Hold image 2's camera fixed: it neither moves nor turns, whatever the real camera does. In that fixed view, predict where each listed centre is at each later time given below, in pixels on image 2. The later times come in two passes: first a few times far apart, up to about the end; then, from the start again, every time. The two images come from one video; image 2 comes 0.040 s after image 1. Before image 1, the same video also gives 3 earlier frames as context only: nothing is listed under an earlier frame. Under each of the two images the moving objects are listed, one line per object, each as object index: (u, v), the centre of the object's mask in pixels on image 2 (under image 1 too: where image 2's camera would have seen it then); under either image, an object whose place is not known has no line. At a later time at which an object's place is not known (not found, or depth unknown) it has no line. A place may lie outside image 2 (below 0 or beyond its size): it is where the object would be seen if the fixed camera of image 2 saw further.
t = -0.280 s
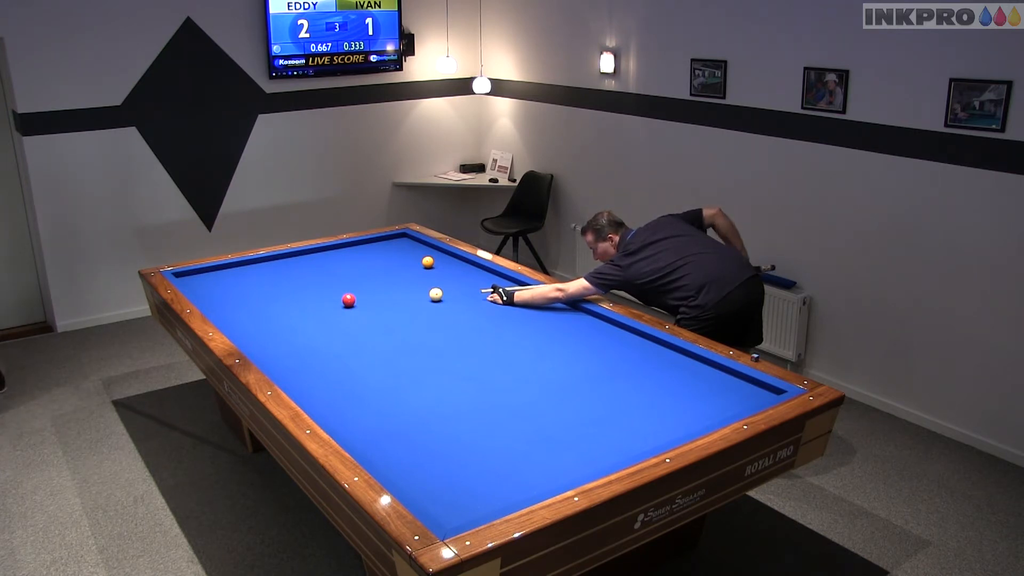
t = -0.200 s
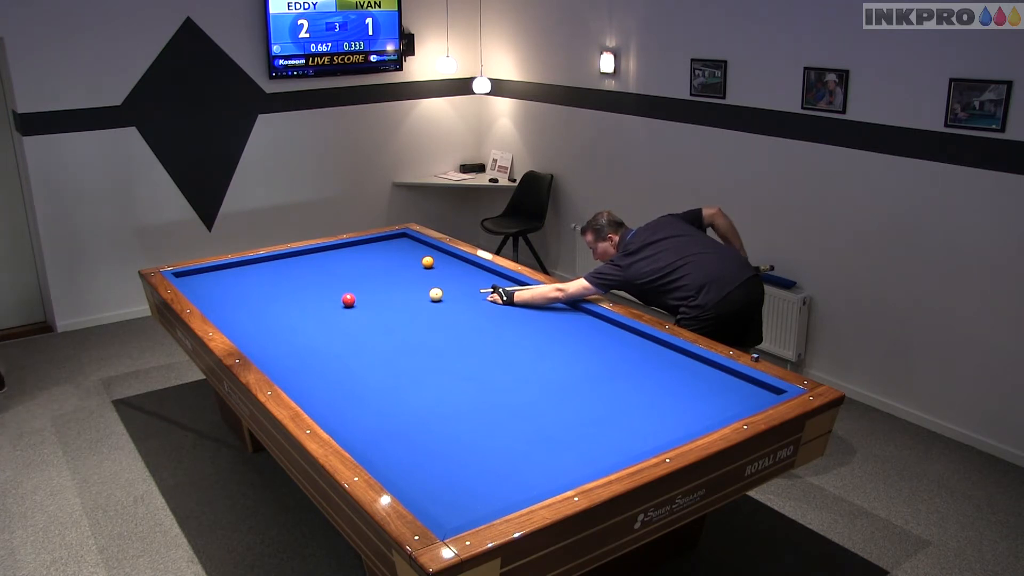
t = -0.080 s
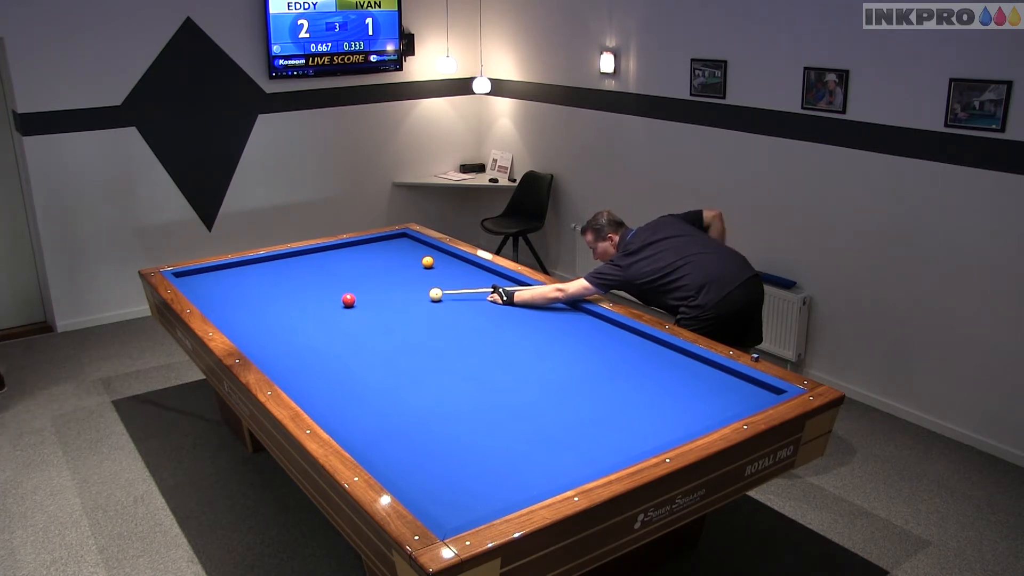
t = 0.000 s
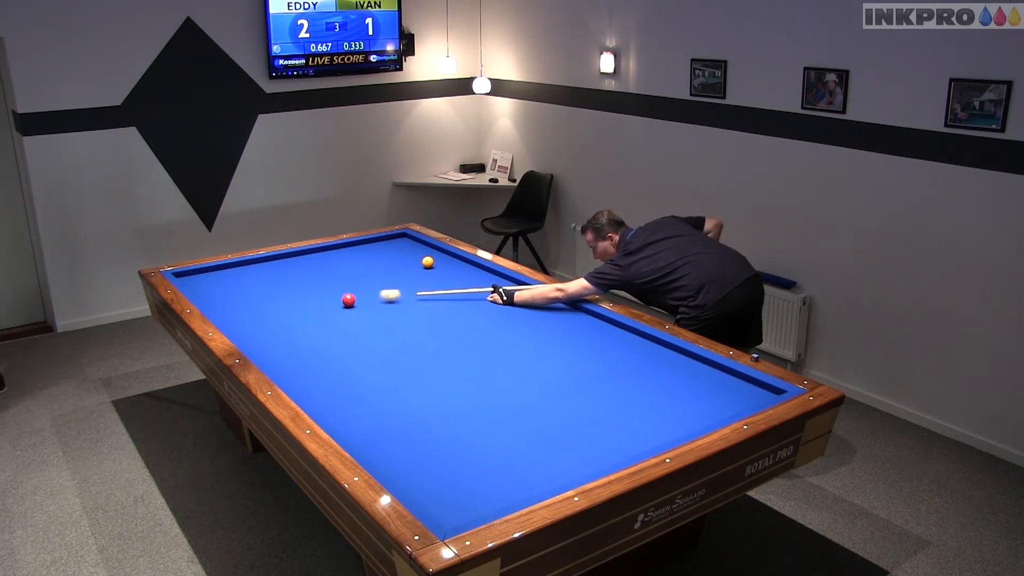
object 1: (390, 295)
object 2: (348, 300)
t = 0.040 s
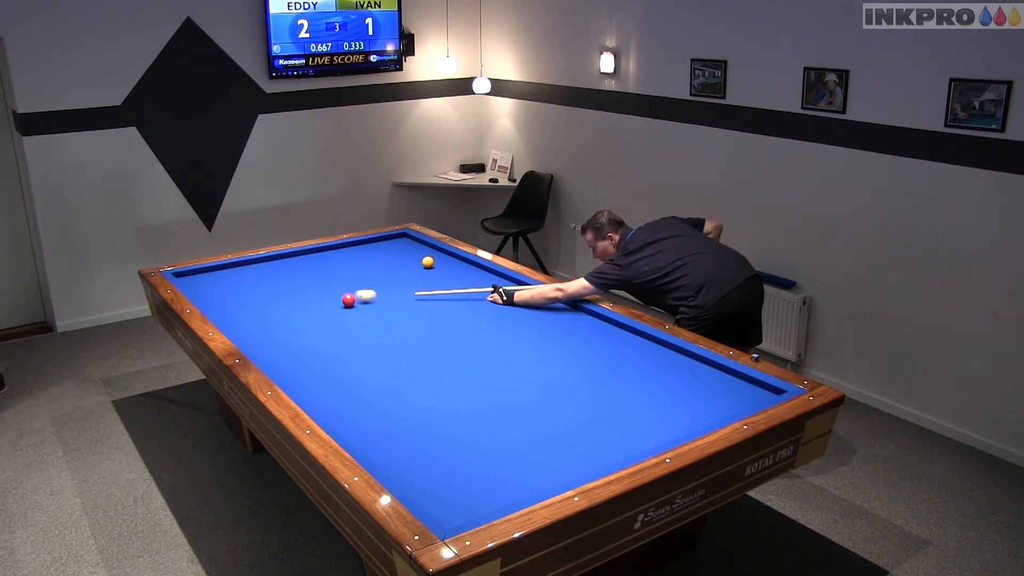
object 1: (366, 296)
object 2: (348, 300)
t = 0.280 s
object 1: (257, 287)
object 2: (328, 312)
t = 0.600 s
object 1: (204, 272)
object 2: (302, 328)
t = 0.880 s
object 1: (288, 278)
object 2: (278, 342)
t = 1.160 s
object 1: (360, 282)
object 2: (270, 352)
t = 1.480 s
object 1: (444, 286)
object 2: (296, 353)
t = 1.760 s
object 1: (521, 290)
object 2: (319, 354)
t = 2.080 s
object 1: (543, 313)
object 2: (344, 355)
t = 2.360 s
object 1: (555, 338)
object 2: (365, 355)
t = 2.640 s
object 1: (569, 367)
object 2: (385, 356)
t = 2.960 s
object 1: (587, 406)
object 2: (408, 357)
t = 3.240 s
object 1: (606, 447)
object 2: (427, 358)
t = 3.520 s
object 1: (558, 456)
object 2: (445, 359)
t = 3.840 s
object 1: (479, 453)
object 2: (465, 359)
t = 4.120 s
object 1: (413, 450)
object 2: (482, 360)
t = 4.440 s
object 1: (371, 437)
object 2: (501, 361)
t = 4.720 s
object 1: (375, 415)
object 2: (516, 362)
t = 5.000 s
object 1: (380, 395)
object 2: (530, 362)
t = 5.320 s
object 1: (384, 375)
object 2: (546, 363)
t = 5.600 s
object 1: (388, 360)
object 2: (558, 363)
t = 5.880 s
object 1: (391, 346)
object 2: (570, 364)
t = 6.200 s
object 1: (394, 332)
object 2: (583, 364)
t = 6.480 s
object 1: (397, 320)
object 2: (593, 364)
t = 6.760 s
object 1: (399, 310)
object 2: (602, 365)
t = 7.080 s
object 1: (402, 299)
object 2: (612, 365)
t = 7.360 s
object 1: (404, 291)
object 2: (619, 365)
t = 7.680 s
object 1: (406, 282)
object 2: (626, 366)
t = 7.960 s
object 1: (408, 275)
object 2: (632, 366)
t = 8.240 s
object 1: (410, 269)
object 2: (636, 366)
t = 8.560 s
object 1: (412, 262)
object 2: (640, 366)
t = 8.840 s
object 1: (413, 256)
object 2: (643, 366)
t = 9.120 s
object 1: (414, 251)
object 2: (644, 366)
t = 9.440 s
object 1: (416, 246)
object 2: (644, 367)
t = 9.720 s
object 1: (417, 242)
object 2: (644, 367)
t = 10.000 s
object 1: (410, 240)
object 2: (644, 367)
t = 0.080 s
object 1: (342, 293)
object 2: (346, 301)
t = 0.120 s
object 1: (325, 293)
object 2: (342, 304)
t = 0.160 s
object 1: (307, 292)
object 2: (338, 307)
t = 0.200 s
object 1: (289, 290)
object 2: (334, 309)
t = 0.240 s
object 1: (273, 288)
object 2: (331, 311)
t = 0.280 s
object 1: (257, 287)
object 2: (328, 312)
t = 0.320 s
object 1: (241, 285)
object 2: (325, 314)
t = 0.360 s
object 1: (227, 284)
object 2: (322, 316)
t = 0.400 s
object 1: (213, 283)
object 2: (318, 318)
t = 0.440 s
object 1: (199, 282)
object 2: (315, 320)
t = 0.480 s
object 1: (186, 280)
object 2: (312, 322)
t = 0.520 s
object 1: (186, 276)
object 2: (309, 324)
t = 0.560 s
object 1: (192, 272)
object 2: (306, 326)
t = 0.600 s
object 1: (204, 272)
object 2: (302, 328)
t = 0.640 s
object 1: (217, 273)
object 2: (299, 330)
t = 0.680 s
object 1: (230, 274)
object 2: (295, 332)
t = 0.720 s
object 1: (242, 275)
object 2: (292, 334)
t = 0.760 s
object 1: (254, 276)
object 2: (289, 336)
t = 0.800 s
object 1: (266, 276)
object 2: (285, 338)
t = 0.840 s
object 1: (277, 277)
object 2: (282, 340)
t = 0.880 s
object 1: (288, 278)
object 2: (278, 342)
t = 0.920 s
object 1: (299, 278)
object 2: (275, 344)
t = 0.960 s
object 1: (309, 279)
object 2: (271, 346)
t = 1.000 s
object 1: (319, 279)
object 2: (268, 349)
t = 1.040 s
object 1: (329, 280)
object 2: (265, 350)
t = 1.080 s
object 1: (339, 280)
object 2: (263, 351)
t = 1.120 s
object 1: (350, 281)
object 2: (266, 352)
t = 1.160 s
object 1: (360, 282)
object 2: (270, 352)
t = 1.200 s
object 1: (370, 282)
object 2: (273, 352)
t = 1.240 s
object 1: (381, 283)
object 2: (276, 352)
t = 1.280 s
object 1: (391, 283)
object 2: (280, 352)
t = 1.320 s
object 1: (402, 284)
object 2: (283, 352)
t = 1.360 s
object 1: (412, 284)
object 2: (286, 353)
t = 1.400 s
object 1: (423, 285)
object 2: (290, 353)
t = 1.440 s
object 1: (434, 286)
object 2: (293, 353)
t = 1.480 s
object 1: (444, 286)
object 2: (296, 353)
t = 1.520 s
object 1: (455, 287)
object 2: (299, 353)
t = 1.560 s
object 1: (466, 287)
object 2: (303, 353)
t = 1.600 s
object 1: (477, 288)
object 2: (306, 353)
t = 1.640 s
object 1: (488, 289)
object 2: (309, 354)
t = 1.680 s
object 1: (499, 289)
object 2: (312, 354)
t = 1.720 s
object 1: (510, 290)
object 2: (316, 354)
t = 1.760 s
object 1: (521, 290)
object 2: (319, 354)
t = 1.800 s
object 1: (532, 291)
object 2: (322, 354)
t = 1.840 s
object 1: (538, 293)
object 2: (325, 354)
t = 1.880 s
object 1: (538, 296)
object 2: (328, 354)
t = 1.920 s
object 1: (538, 300)
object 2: (331, 354)
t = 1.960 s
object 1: (539, 303)
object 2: (334, 354)
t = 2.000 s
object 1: (540, 306)
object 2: (338, 354)
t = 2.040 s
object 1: (542, 309)
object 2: (341, 355)
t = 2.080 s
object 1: (543, 313)
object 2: (344, 355)
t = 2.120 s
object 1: (545, 316)
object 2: (347, 355)
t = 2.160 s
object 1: (546, 319)
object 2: (350, 355)
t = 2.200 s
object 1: (548, 323)
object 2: (353, 355)
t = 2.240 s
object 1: (550, 326)
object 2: (356, 355)
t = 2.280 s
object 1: (552, 330)
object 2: (359, 355)
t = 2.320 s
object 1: (553, 334)
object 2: (362, 355)
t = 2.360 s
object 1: (555, 338)
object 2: (365, 355)
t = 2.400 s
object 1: (557, 342)
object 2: (368, 355)
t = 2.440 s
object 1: (559, 345)
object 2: (371, 356)
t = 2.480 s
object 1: (561, 350)
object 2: (374, 356)
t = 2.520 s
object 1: (563, 354)
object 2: (377, 356)
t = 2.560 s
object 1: (565, 358)
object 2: (379, 356)
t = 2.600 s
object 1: (567, 362)
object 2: (382, 356)
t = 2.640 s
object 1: (569, 367)
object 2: (385, 356)
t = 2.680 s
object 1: (571, 371)
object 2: (388, 356)
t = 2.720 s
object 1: (573, 376)
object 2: (391, 356)
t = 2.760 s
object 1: (575, 380)
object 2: (394, 356)
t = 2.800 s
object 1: (577, 385)
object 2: (396, 357)
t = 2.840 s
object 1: (580, 390)
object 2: (400, 357)
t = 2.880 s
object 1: (582, 395)
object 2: (402, 357)
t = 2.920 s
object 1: (585, 400)
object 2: (405, 357)
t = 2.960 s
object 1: (587, 406)
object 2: (408, 357)
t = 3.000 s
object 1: (590, 411)
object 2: (411, 357)
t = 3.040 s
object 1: (592, 417)
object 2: (413, 357)
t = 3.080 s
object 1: (595, 423)
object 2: (416, 358)
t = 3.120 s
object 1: (598, 428)
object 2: (419, 357)
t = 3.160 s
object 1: (601, 434)
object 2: (421, 358)
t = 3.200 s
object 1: (603, 441)
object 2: (424, 358)
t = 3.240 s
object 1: (606, 447)
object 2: (427, 358)
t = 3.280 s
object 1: (609, 453)
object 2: (430, 358)
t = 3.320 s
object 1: (611, 457)
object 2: (432, 358)
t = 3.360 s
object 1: (601, 458)
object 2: (435, 358)
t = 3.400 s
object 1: (590, 458)
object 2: (437, 358)
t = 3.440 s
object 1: (579, 457)
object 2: (440, 358)
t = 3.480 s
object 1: (568, 456)
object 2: (443, 358)
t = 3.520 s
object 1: (558, 456)
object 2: (445, 359)
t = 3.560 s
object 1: (548, 456)
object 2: (448, 359)
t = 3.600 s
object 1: (538, 456)
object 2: (450, 359)
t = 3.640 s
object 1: (528, 455)
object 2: (453, 359)
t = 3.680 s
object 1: (518, 455)
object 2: (455, 359)
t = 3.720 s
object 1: (508, 455)
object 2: (458, 359)
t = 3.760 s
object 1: (498, 454)
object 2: (460, 359)
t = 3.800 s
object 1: (489, 454)
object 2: (463, 359)
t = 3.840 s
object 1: (479, 453)
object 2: (465, 359)
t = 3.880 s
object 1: (469, 453)
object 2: (468, 359)
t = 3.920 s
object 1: (460, 453)
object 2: (470, 360)
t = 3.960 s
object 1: (450, 452)
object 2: (473, 360)
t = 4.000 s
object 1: (440, 452)
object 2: (475, 360)
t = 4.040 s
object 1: (431, 451)
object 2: (477, 360)
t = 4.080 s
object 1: (422, 451)
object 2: (480, 360)
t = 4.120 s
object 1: (413, 450)
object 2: (482, 360)
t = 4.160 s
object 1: (403, 450)
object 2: (484, 360)
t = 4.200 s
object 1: (394, 449)
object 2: (487, 360)
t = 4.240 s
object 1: (385, 449)
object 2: (489, 360)
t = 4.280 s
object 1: (377, 448)
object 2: (491, 361)
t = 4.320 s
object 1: (368, 446)
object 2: (494, 361)
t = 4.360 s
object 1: (369, 443)
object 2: (496, 361)
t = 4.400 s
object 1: (370, 440)
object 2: (498, 361)
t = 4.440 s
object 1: (371, 437)
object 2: (501, 361)
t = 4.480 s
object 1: (371, 434)
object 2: (503, 361)
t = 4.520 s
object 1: (372, 430)
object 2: (505, 361)
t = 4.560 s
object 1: (373, 427)
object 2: (507, 361)
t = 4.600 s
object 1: (373, 424)
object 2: (509, 361)
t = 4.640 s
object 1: (374, 421)
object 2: (511, 362)
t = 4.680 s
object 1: (375, 417)
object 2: (514, 362)
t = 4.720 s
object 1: (375, 415)
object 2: (516, 362)
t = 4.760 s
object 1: (376, 412)
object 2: (518, 362)
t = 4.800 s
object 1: (377, 408)
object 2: (520, 362)
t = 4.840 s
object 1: (377, 406)
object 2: (522, 362)
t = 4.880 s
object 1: (378, 403)
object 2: (524, 362)
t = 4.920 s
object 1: (378, 400)
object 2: (526, 362)
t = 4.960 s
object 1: (379, 398)
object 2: (528, 362)
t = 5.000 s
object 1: (380, 395)
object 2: (530, 362)
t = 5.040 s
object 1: (380, 392)
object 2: (532, 362)
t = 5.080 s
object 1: (381, 390)
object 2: (534, 362)
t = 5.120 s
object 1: (381, 387)
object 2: (536, 363)
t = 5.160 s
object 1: (382, 385)
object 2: (538, 363)
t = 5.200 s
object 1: (383, 382)
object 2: (540, 363)
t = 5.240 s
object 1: (383, 380)
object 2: (542, 363)
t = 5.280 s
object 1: (384, 377)
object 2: (544, 363)
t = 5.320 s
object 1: (384, 375)
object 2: (546, 363)
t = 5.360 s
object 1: (385, 373)
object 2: (548, 363)
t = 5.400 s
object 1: (385, 370)
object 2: (549, 363)
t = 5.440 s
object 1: (386, 368)
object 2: (551, 363)
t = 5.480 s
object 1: (386, 366)
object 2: (553, 363)
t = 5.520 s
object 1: (387, 364)
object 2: (555, 363)
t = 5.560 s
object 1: (387, 362)
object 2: (557, 363)
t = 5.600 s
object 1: (388, 360)
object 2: (558, 363)
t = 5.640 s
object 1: (388, 357)
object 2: (560, 363)
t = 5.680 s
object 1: (389, 355)
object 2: (562, 363)
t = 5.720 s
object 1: (389, 353)
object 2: (564, 363)
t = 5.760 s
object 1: (390, 352)
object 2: (565, 364)
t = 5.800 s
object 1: (390, 349)
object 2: (567, 363)
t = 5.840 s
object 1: (391, 347)
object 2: (569, 364)
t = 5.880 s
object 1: (391, 346)
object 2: (570, 364)
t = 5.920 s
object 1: (391, 344)
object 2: (572, 364)
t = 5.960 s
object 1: (392, 342)
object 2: (574, 364)
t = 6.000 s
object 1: (392, 340)
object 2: (575, 364)
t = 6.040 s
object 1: (393, 338)
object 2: (577, 364)
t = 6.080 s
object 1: (393, 337)
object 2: (578, 364)
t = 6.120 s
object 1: (394, 335)
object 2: (580, 364)
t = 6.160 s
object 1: (394, 333)
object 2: (581, 364)
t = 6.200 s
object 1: (394, 332)
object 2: (583, 364)
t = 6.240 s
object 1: (395, 330)
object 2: (585, 364)
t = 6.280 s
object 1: (395, 328)
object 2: (586, 364)
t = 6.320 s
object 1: (395, 326)
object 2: (587, 364)
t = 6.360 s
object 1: (396, 325)
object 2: (589, 364)
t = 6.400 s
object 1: (396, 323)
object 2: (590, 364)
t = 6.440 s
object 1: (397, 321)
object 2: (592, 364)
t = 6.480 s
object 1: (397, 320)
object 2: (593, 364)
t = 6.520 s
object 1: (397, 319)
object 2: (594, 364)
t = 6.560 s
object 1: (398, 317)
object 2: (596, 364)
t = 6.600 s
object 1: (398, 316)
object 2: (597, 364)
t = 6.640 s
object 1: (398, 314)
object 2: (598, 365)
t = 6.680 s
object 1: (399, 313)
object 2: (600, 365)
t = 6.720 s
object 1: (399, 311)
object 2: (601, 365)
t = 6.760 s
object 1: (399, 310)
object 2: (602, 365)
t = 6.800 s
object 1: (400, 308)
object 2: (603, 365)
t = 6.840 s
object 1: (400, 307)
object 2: (605, 365)
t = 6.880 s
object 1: (400, 306)
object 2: (606, 365)
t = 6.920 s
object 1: (401, 304)
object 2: (607, 365)
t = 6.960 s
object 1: (401, 303)
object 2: (608, 365)
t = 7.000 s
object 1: (402, 302)
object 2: (609, 365)
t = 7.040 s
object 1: (402, 301)
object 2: (611, 365)
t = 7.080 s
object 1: (402, 299)
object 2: (612, 365)
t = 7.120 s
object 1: (402, 298)
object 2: (613, 365)
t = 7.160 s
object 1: (403, 297)
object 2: (614, 365)
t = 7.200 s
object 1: (403, 296)
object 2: (615, 365)
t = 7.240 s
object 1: (403, 294)
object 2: (616, 365)
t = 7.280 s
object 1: (404, 293)
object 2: (617, 365)
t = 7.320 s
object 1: (404, 292)
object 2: (618, 365)
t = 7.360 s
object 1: (404, 291)
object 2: (619, 365)
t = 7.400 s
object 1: (404, 290)
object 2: (620, 365)
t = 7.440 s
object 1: (405, 289)
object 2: (621, 365)
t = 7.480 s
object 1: (405, 288)
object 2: (622, 365)
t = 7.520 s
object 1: (405, 287)
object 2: (623, 366)
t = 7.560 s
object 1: (406, 285)
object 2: (624, 366)
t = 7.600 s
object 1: (406, 284)
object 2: (625, 366)
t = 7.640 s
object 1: (406, 283)
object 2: (626, 366)
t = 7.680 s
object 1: (406, 282)
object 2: (626, 366)
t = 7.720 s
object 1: (407, 281)
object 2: (627, 366)
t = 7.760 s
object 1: (407, 280)
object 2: (628, 366)
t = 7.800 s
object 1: (407, 279)
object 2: (629, 366)
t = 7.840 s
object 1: (407, 278)
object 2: (629, 366)
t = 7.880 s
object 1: (408, 277)
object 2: (630, 366)
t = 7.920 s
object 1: (408, 276)
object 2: (631, 366)
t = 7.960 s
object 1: (408, 275)
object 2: (632, 366)
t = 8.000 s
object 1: (408, 274)
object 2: (632, 366)
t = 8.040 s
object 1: (409, 273)
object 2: (633, 366)
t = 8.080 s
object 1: (409, 272)
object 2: (634, 366)
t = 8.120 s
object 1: (409, 271)
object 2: (634, 366)
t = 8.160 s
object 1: (409, 270)
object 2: (635, 366)
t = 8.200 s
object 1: (410, 270)
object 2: (636, 366)
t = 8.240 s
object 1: (410, 269)
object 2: (636, 366)
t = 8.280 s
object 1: (410, 268)
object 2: (637, 366)
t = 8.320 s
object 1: (410, 267)
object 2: (637, 366)
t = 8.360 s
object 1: (410, 266)
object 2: (638, 366)
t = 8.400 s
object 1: (411, 265)
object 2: (638, 366)
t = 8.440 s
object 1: (411, 264)
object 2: (639, 366)
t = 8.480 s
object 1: (411, 263)
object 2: (639, 366)
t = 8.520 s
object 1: (411, 263)
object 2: (640, 366)
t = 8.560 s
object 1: (412, 262)
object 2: (640, 366)
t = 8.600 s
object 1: (412, 261)
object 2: (640, 366)
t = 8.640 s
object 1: (412, 260)
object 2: (641, 366)
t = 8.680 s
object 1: (412, 259)
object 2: (641, 366)
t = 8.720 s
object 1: (412, 259)
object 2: (642, 366)
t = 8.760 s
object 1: (412, 258)
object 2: (642, 366)
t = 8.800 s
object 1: (413, 257)
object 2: (642, 366)
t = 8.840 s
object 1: (413, 256)
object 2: (643, 366)
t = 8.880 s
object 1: (413, 256)
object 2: (643, 366)
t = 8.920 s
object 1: (413, 255)
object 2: (643, 366)
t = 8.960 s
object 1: (413, 254)
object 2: (643, 366)
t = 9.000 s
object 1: (414, 253)
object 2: (644, 366)
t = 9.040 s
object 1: (414, 253)
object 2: (644, 366)
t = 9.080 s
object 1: (414, 252)
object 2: (644, 366)
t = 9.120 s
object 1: (414, 251)
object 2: (644, 366)
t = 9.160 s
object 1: (414, 251)
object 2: (644, 366)
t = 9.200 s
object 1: (415, 250)
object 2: (644, 366)
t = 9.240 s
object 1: (415, 249)
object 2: (644, 367)
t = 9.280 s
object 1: (415, 249)
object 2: (644, 367)
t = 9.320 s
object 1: (415, 248)
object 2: (644, 367)
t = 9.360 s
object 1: (415, 247)
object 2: (644, 367)
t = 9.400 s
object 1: (416, 247)
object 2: (644, 367)
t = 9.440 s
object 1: (416, 246)
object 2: (644, 367)
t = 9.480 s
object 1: (416, 245)
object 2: (644, 367)
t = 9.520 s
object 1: (416, 245)
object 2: (644, 367)
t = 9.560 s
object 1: (416, 244)
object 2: (644, 367)
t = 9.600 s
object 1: (417, 243)
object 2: (644, 367)
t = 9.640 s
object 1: (417, 243)
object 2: (644, 367)
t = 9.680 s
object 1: (417, 242)
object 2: (644, 367)
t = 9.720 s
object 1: (417, 242)
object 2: (644, 367)
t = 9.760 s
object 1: (417, 241)
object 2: (644, 367)
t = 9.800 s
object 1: (416, 241)
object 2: (644, 367)
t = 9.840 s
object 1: (415, 241)
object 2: (644, 367)
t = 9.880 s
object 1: (414, 240)
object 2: (644, 367)
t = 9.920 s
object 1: (413, 240)
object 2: (644, 367)
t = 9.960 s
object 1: (411, 240)
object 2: (644, 367)
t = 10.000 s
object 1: (410, 240)
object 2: (644, 367)
